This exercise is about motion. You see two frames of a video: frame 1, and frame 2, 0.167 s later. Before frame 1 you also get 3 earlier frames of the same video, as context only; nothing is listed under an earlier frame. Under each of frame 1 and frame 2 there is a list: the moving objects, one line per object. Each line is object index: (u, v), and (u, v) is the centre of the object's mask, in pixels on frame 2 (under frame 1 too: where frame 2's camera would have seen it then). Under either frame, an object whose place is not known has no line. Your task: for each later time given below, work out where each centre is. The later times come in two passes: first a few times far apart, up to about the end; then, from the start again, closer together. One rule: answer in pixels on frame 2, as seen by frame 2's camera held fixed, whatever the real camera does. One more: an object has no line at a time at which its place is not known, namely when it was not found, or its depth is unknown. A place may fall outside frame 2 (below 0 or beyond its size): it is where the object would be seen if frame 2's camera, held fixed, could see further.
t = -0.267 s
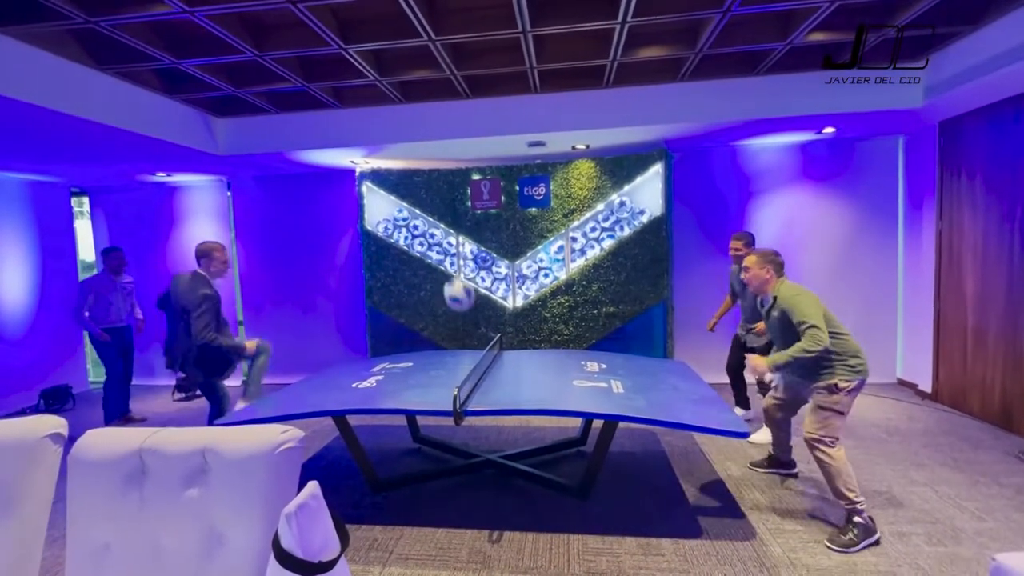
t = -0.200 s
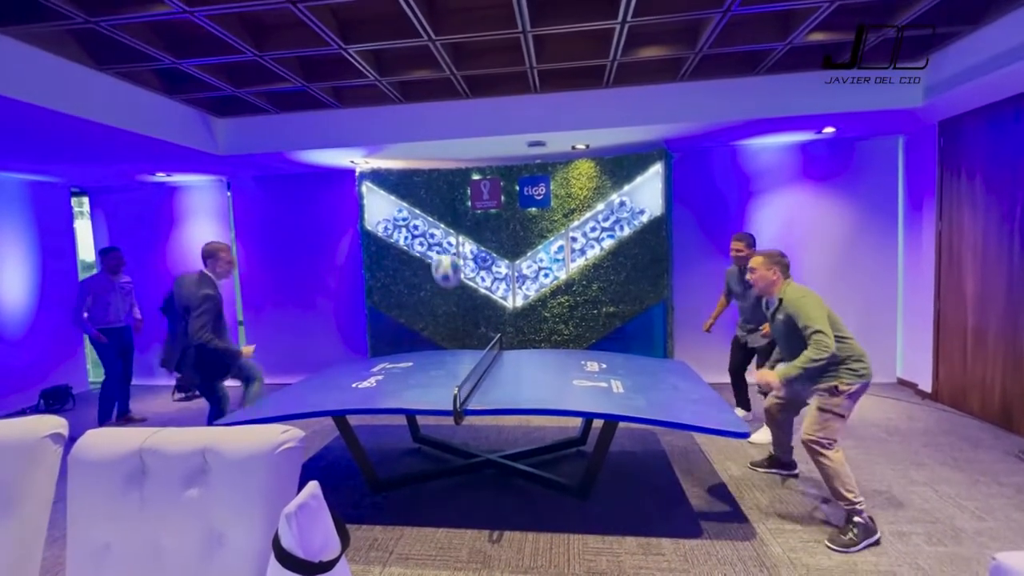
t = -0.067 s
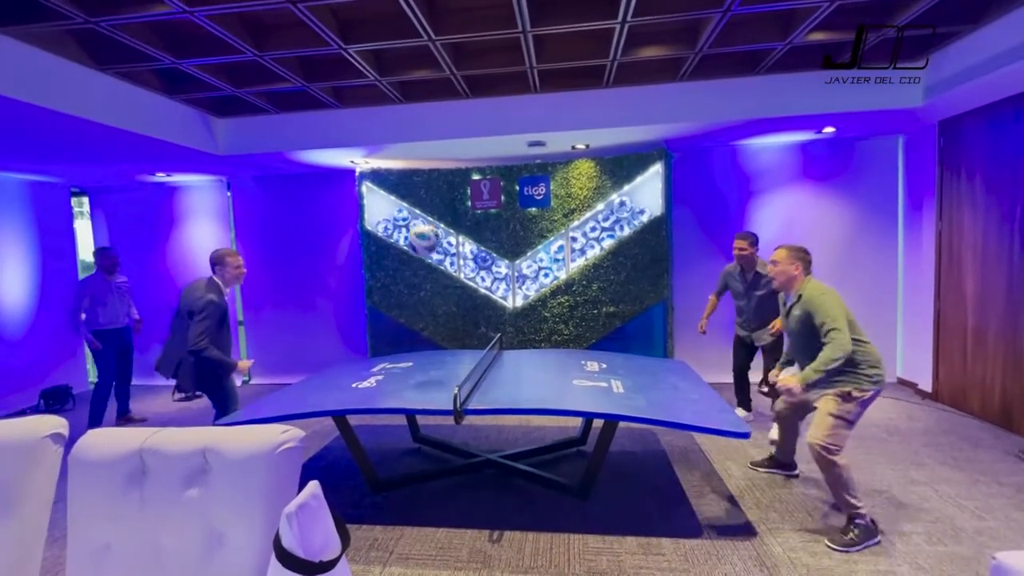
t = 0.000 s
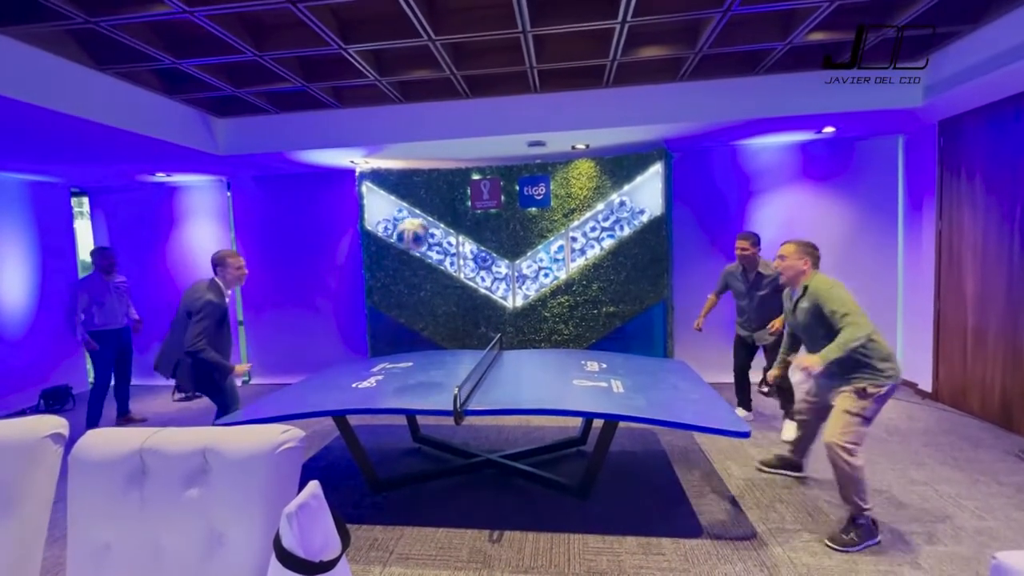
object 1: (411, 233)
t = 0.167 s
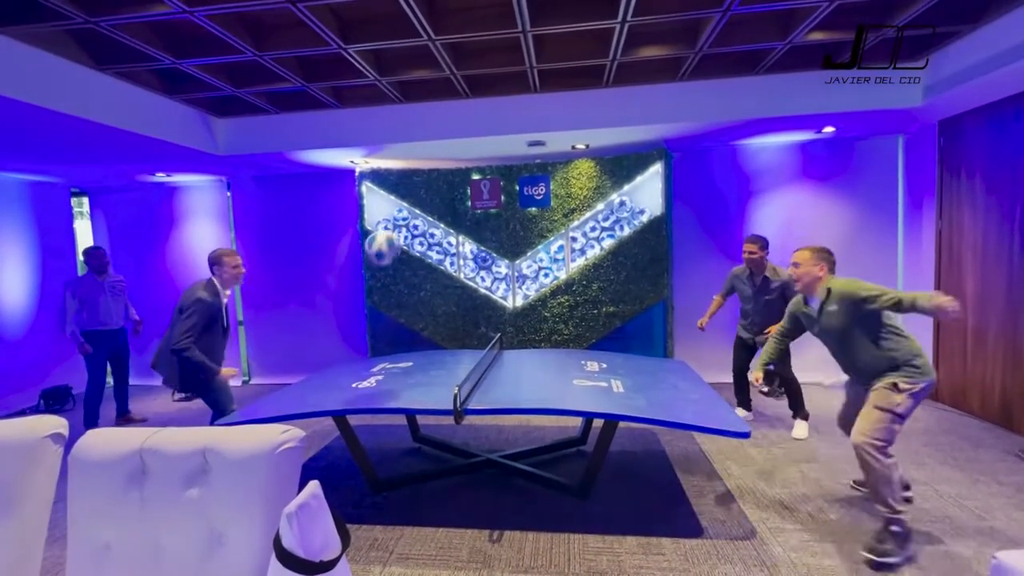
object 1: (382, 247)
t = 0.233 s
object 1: (372, 264)
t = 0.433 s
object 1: (336, 359)
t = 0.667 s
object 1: (299, 316)
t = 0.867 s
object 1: (268, 311)
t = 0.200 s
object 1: (377, 255)
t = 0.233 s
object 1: (372, 264)
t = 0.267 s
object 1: (366, 275)
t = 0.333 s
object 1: (354, 304)
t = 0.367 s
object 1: (348, 323)
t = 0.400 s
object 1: (342, 342)
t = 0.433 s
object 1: (336, 359)
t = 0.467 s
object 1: (331, 381)
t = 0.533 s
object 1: (320, 354)
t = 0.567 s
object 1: (315, 343)
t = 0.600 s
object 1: (310, 332)
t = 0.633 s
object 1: (304, 322)
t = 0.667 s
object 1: (299, 316)
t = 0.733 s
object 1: (289, 307)
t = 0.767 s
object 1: (284, 305)
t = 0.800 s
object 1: (279, 305)
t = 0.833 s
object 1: (273, 307)
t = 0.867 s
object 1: (268, 311)
